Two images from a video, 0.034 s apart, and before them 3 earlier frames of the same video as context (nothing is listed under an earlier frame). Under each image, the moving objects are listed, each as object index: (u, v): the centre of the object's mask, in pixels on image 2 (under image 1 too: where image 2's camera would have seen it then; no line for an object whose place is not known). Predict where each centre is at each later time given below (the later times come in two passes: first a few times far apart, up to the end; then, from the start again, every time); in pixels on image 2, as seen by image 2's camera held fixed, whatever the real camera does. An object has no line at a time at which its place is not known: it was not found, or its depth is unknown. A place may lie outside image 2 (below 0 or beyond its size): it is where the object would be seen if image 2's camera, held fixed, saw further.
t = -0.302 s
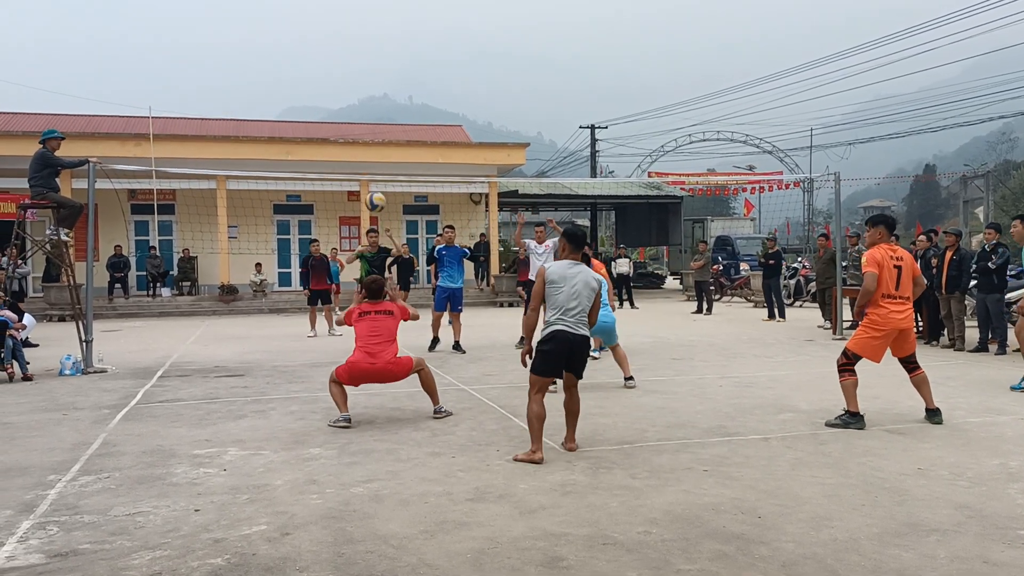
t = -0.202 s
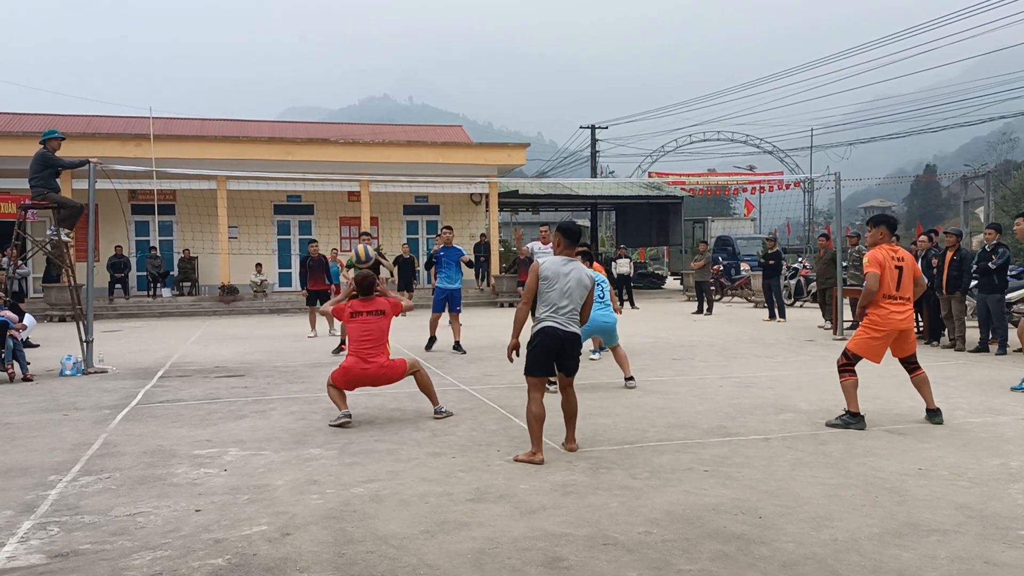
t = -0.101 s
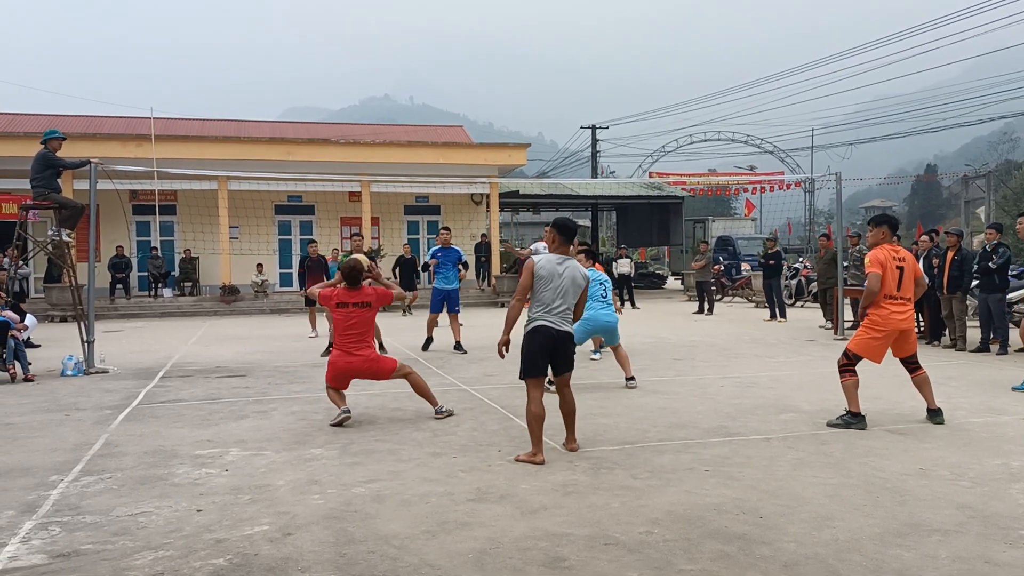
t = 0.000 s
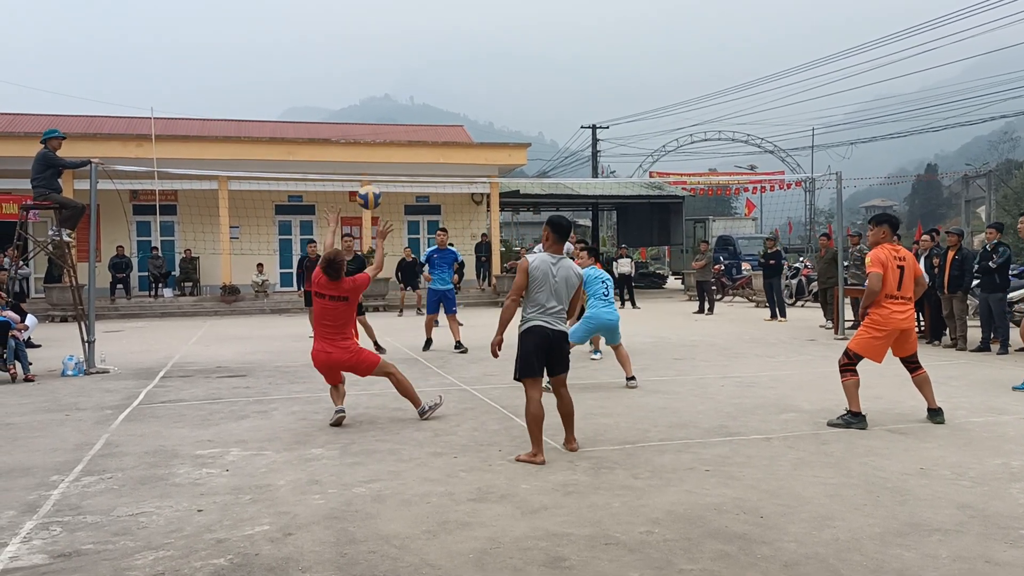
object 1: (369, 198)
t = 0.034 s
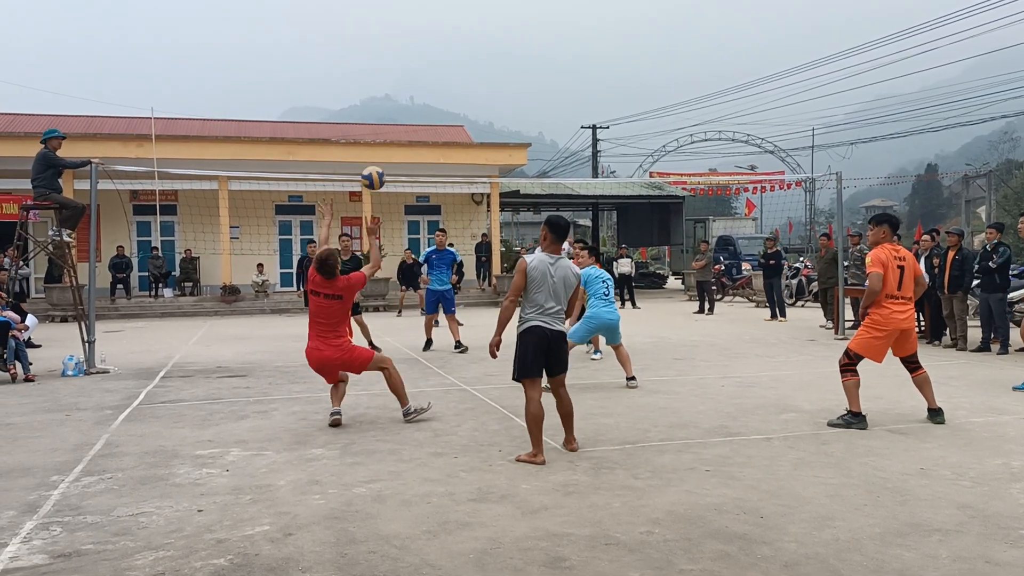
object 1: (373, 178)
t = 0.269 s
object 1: (399, 86)
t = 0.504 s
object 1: (424, 63)
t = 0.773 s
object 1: (449, 103)
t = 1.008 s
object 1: (468, 181)
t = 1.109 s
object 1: (476, 224)
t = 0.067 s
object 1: (377, 160)
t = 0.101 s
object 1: (381, 144)
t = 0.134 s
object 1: (384, 129)
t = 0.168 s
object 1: (388, 117)
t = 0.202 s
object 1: (393, 105)
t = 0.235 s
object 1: (396, 95)
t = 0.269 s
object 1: (399, 86)
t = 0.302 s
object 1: (403, 79)
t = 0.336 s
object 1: (406, 73)
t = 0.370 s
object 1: (410, 69)
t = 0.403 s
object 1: (413, 65)
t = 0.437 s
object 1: (417, 63)
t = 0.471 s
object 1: (420, 63)
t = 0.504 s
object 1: (424, 63)
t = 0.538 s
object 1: (427, 64)
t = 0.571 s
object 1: (430, 67)
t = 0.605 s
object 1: (433, 70)
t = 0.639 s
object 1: (437, 75)
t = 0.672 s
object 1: (439, 80)
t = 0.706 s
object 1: (443, 87)
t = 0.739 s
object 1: (446, 94)
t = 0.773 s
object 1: (449, 103)
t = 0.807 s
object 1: (451, 111)
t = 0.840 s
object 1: (454, 121)
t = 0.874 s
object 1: (457, 132)
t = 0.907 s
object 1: (461, 143)
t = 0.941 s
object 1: (463, 155)
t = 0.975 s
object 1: (465, 168)
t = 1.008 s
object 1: (468, 181)
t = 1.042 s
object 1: (472, 196)
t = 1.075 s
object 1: (474, 209)
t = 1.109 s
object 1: (476, 224)
